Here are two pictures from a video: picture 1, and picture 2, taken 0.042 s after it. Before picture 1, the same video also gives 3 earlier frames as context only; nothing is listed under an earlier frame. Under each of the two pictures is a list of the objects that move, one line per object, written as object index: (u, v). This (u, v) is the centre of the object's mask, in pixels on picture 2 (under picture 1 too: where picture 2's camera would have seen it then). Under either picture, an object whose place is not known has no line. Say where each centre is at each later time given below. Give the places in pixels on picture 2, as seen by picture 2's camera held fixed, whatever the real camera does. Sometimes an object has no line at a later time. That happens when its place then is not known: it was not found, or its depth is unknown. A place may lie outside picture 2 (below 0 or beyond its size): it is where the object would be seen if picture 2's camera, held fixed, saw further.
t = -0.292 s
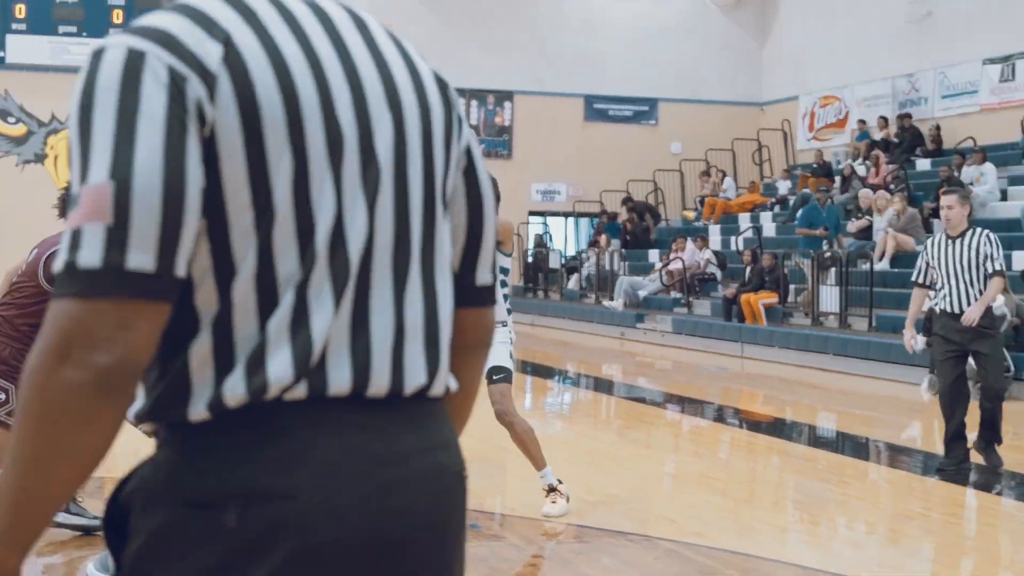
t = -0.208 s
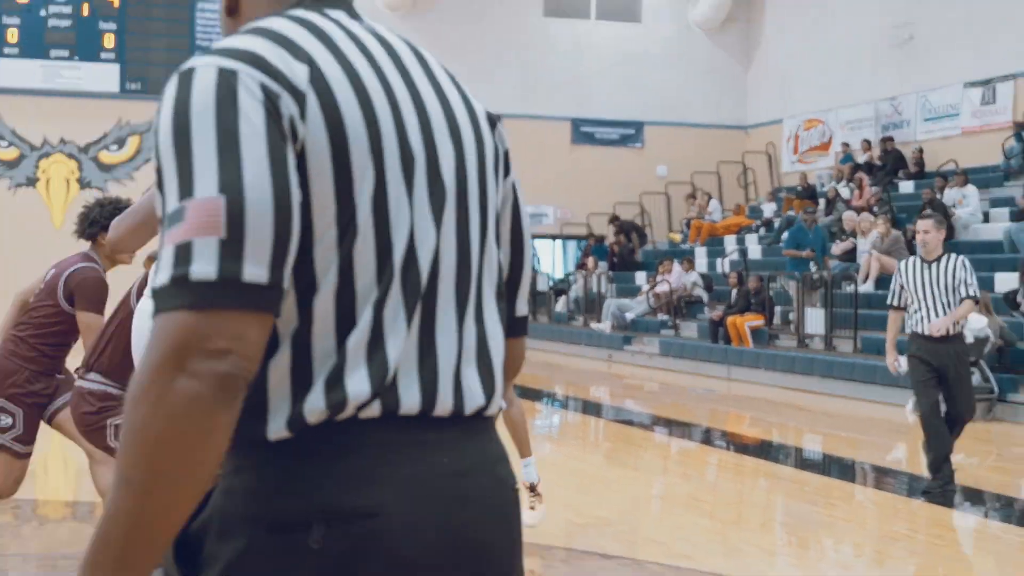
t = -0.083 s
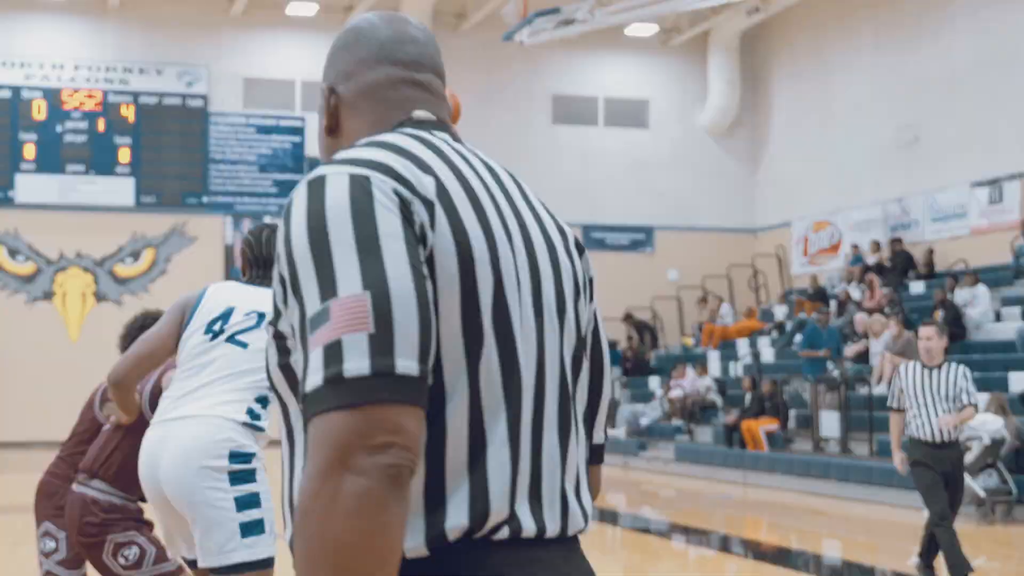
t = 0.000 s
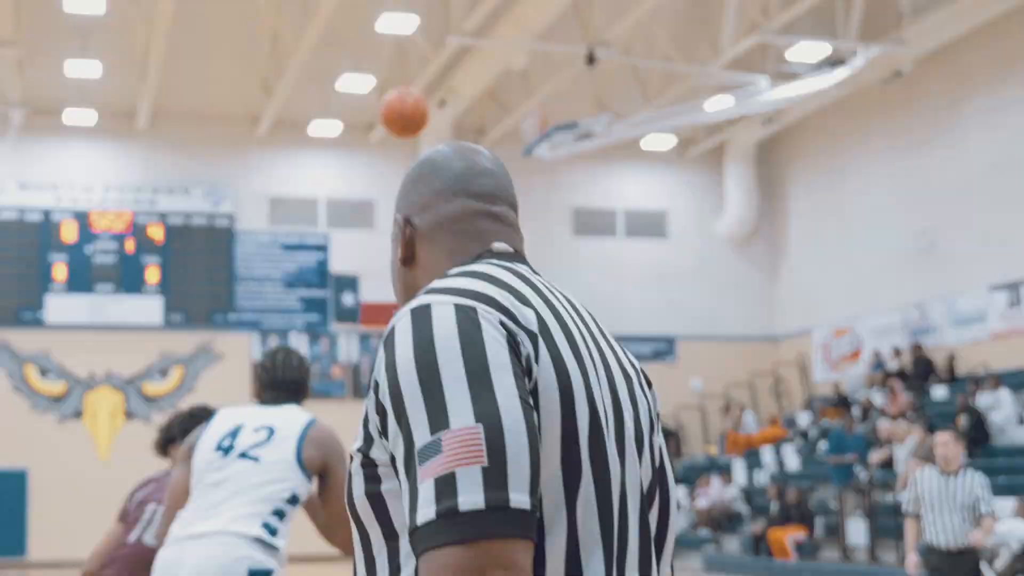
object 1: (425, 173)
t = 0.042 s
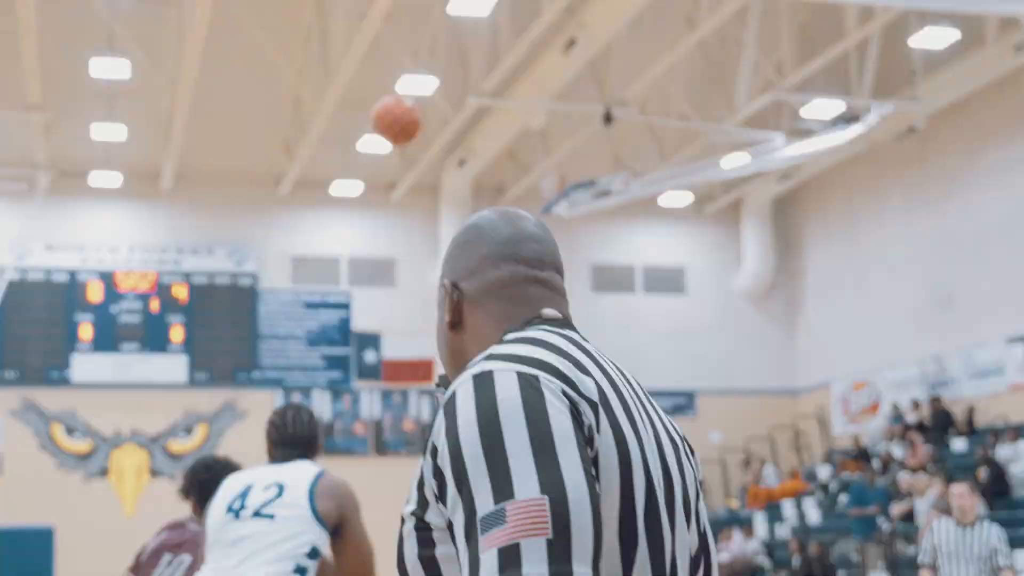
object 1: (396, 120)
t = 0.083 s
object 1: (366, 69)
